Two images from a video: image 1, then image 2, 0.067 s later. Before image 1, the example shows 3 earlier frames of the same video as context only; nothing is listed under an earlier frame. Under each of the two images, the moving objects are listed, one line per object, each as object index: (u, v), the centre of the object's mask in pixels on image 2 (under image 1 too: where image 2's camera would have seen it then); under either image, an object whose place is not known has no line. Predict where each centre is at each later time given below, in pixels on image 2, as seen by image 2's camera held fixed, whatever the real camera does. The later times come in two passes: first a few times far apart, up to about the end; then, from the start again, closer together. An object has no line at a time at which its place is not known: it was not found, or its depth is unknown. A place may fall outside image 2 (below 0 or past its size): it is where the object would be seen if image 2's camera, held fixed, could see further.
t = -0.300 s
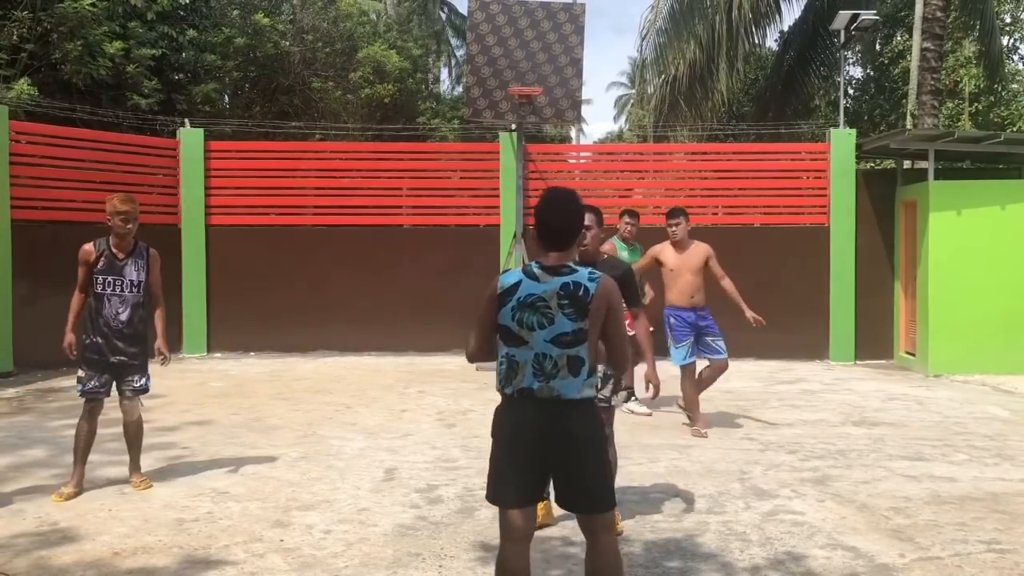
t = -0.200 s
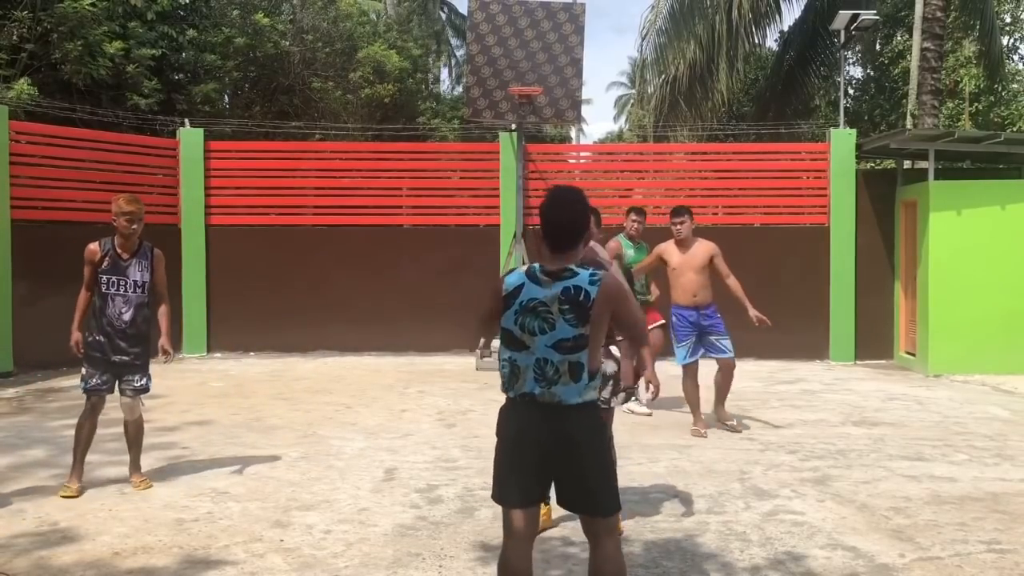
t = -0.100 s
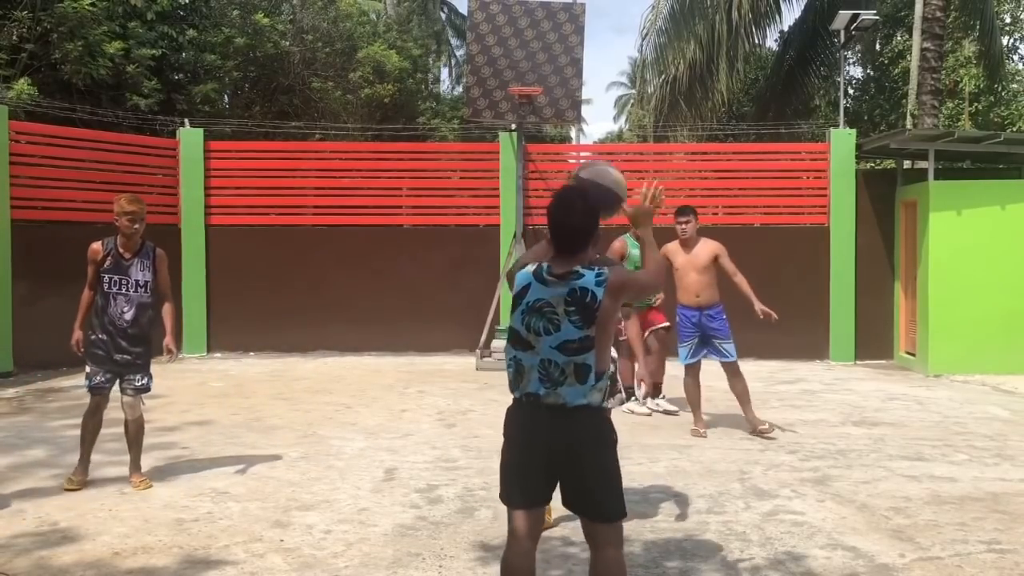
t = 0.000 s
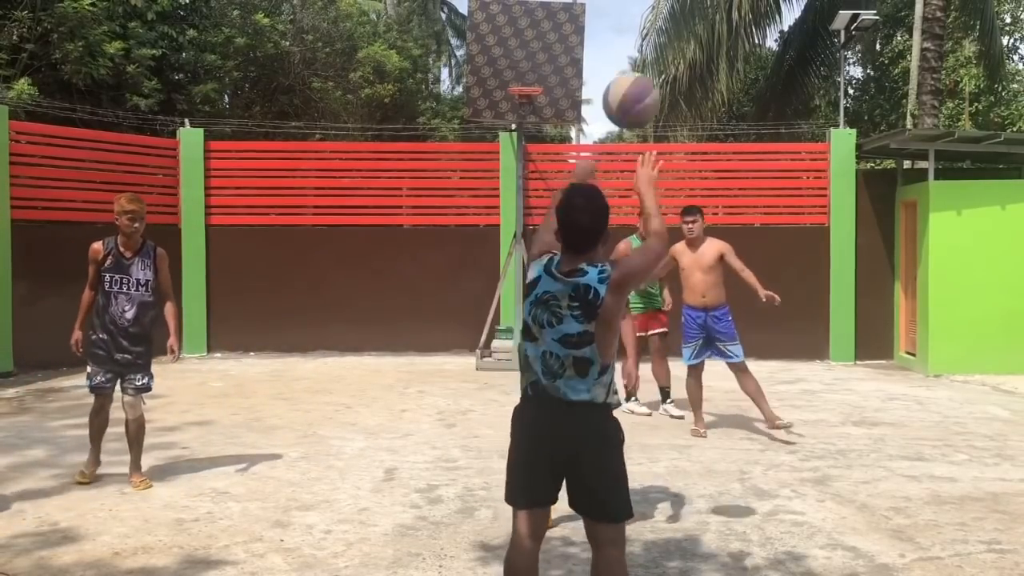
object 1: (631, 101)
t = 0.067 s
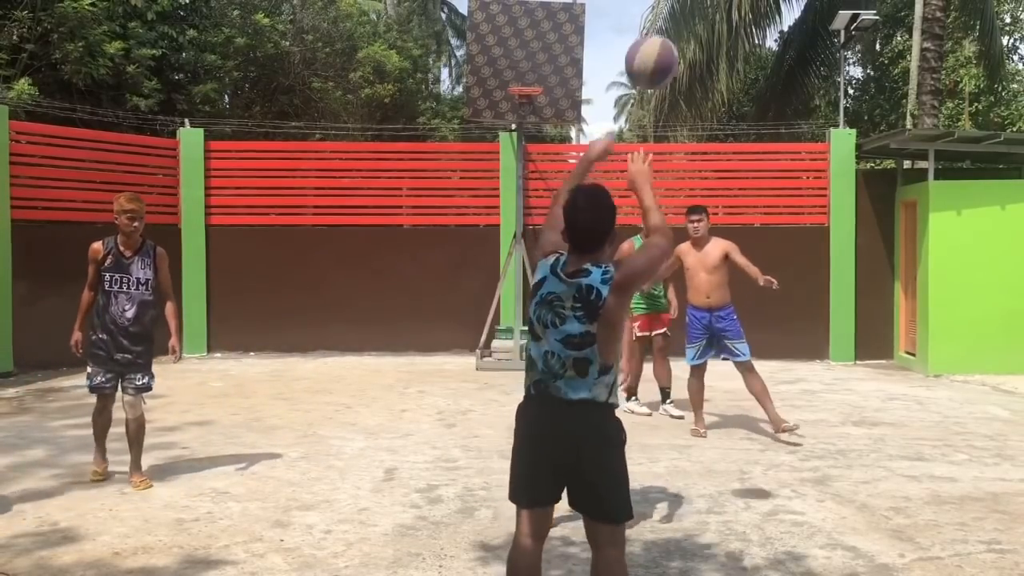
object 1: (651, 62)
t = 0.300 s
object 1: (706, 20)
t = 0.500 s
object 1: (738, 64)
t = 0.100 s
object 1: (661, 48)
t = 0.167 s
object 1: (677, 29)
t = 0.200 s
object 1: (685, 24)
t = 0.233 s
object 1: (693, 21)
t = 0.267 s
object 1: (700, 19)
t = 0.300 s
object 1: (706, 20)
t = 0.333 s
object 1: (712, 24)
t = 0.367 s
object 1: (719, 29)
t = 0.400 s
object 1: (724, 35)
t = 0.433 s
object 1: (730, 44)
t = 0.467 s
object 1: (735, 53)
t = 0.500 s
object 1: (738, 64)
